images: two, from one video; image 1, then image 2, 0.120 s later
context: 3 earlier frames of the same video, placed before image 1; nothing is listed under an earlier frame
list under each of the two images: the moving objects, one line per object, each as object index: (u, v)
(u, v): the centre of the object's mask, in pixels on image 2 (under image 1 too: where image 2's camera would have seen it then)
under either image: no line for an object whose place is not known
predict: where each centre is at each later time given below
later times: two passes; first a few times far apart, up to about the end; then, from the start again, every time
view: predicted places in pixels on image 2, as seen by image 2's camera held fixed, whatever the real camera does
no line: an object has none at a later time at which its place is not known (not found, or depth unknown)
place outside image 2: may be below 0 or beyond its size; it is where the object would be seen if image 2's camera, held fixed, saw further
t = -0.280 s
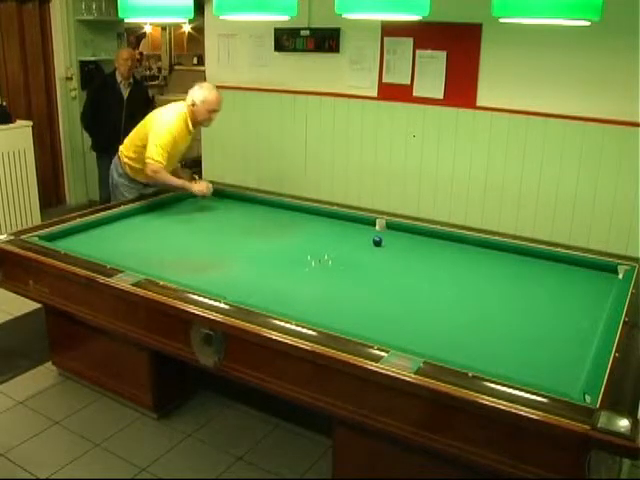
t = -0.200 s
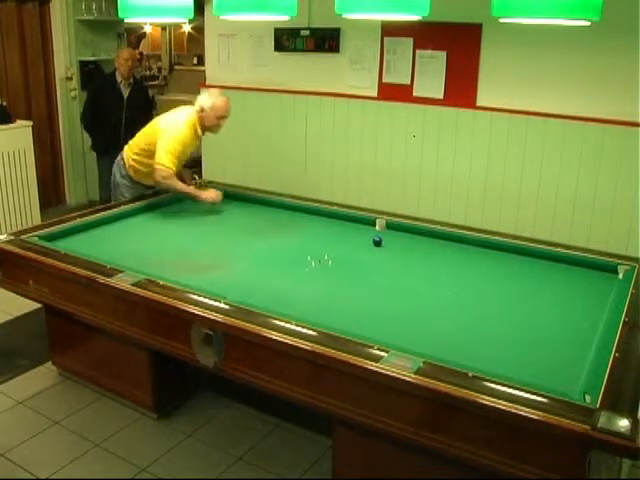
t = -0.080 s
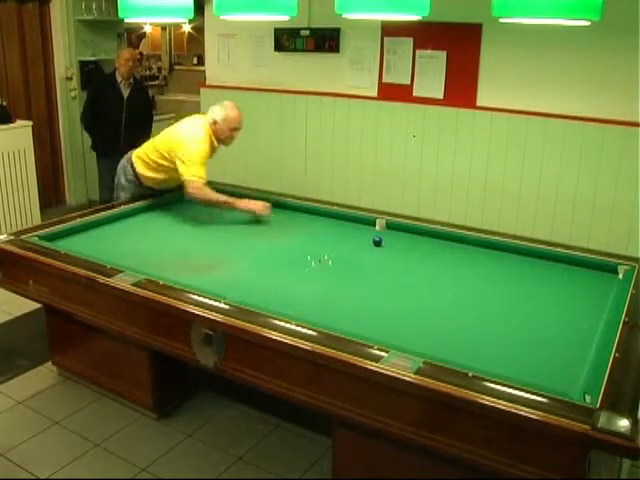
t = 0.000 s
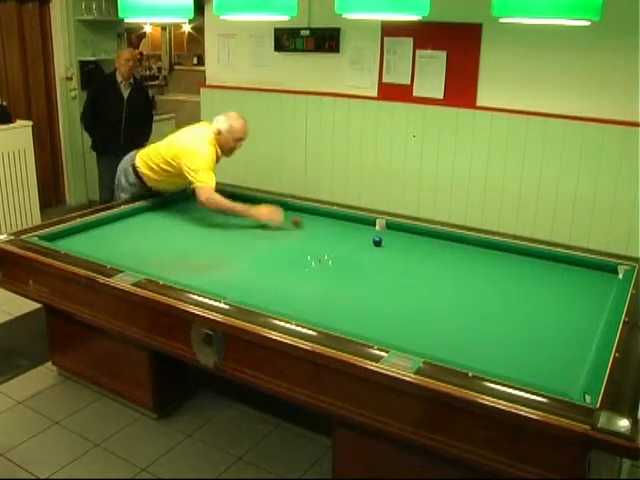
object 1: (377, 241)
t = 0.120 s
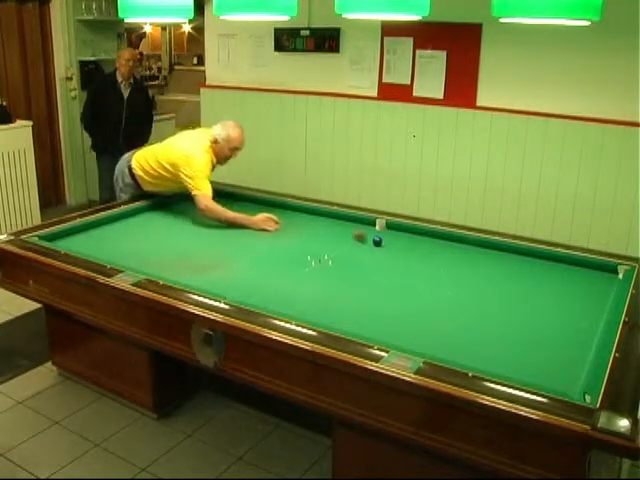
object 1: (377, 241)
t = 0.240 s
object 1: (435, 260)
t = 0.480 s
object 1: (582, 302)
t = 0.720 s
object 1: (505, 292)
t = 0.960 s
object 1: (409, 276)
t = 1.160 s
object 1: (339, 264)
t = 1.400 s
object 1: (263, 250)
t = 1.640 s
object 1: (195, 239)
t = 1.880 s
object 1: (134, 229)
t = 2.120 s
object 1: (116, 228)
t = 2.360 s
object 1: (145, 237)
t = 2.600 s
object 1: (173, 246)
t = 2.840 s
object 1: (203, 257)
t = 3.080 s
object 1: (237, 269)
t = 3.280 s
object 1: (268, 279)
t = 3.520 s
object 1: (307, 293)
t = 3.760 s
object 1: (350, 307)
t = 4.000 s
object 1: (396, 322)
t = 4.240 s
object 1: (446, 338)
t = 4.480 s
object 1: (500, 357)
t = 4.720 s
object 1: (558, 374)
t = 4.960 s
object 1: (552, 375)
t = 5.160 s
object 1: (521, 368)
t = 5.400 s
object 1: (486, 360)
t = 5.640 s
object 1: (453, 352)
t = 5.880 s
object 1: (421, 345)
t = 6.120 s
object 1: (392, 337)
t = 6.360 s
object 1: (364, 331)
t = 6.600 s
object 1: (338, 325)
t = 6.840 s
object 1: (314, 317)
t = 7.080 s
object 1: (292, 312)
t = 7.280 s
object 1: (274, 308)
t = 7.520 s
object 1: (251, 301)
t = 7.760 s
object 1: (233, 297)
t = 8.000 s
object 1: (220, 294)
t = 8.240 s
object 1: (199, 283)
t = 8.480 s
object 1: (194, 283)
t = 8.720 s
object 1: (182, 279)
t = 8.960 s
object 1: (172, 275)
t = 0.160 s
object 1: (390, 246)
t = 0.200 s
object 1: (411, 251)
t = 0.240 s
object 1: (435, 260)
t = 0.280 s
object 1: (455, 265)
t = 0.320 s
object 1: (480, 272)
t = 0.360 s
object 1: (505, 279)
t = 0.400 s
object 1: (530, 287)
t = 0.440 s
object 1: (555, 294)
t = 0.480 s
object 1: (582, 302)
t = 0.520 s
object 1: (604, 308)
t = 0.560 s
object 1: (585, 305)
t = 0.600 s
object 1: (563, 302)
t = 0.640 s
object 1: (543, 298)
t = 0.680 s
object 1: (523, 295)
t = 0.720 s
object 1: (505, 292)
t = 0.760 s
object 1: (488, 289)
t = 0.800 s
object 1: (471, 286)
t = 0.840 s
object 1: (455, 283)
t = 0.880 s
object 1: (440, 281)
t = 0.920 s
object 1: (425, 278)
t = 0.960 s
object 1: (409, 276)
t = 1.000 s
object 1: (395, 273)
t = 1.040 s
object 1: (381, 271)
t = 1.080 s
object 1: (367, 268)
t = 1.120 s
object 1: (353, 266)
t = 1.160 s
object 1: (339, 264)
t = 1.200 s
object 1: (326, 262)
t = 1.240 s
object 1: (313, 260)
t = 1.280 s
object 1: (300, 257)
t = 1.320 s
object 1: (287, 255)
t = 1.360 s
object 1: (275, 253)
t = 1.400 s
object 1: (263, 250)
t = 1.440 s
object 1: (250, 249)
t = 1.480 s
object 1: (239, 247)
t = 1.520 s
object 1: (227, 245)
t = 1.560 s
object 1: (216, 243)
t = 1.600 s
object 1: (206, 241)
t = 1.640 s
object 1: (195, 239)
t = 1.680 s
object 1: (183, 237)
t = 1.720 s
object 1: (174, 236)
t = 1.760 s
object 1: (164, 234)
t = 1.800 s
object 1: (153, 232)
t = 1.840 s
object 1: (144, 231)
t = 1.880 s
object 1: (134, 229)
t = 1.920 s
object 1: (124, 228)
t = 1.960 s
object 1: (115, 226)
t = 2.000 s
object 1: (107, 224)
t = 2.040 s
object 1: (105, 225)
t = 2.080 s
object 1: (111, 227)
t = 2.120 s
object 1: (116, 228)
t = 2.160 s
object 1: (122, 229)
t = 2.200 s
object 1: (127, 230)
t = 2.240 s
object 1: (131, 232)
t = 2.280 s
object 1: (136, 233)
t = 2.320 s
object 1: (140, 235)
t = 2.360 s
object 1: (145, 237)
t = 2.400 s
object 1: (149, 238)
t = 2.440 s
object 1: (154, 240)
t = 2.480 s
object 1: (158, 241)
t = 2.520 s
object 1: (163, 243)
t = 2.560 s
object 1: (168, 245)
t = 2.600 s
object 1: (173, 246)
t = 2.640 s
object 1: (178, 248)
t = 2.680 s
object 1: (183, 250)
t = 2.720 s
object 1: (188, 252)
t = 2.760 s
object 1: (193, 253)
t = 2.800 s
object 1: (199, 255)
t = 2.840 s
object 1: (203, 257)
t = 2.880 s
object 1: (209, 260)
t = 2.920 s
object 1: (215, 262)
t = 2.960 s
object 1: (220, 263)
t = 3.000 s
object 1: (226, 265)
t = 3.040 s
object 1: (231, 267)
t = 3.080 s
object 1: (237, 269)
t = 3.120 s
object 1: (244, 271)
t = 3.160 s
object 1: (249, 273)
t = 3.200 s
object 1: (255, 275)
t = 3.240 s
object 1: (262, 277)
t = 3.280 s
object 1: (268, 279)
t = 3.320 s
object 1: (274, 281)
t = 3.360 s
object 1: (281, 283)
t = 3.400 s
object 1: (287, 286)
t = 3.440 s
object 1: (294, 288)
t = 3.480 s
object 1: (300, 290)
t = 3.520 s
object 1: (307, 293)
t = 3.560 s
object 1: (314, 295)
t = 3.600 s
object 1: (321, 296)
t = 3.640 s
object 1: (328, 299)
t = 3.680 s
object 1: (335, 302)
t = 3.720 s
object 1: (342, 304)
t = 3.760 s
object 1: (350, 307)
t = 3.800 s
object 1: (357, 309)
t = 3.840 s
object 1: (365, 311)
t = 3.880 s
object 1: (373, 314)
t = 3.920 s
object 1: (380, 316)
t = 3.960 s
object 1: (389, 319)
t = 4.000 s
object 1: (396, 322)
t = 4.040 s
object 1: (404, 325)
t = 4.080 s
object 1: (413, 328)
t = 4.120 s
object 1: (421, 330)
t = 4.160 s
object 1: (430, 333)
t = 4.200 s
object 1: (438, 335)
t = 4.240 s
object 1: (446, 338)
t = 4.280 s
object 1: (455, 341)
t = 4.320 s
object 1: (464, 344)
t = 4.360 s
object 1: (473, 347)
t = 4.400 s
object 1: (482, 350)
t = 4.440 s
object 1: (491, 354)
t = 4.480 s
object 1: (500, 357)
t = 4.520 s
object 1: (509, 360)
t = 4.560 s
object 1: (519, 363)
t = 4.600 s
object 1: (529, 366)
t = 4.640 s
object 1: (538, 368)
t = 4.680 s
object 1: (548, 372)
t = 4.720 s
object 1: (558, 374)
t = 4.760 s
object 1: (568, 378)
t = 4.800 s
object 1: (577, 380)
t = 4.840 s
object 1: (573, 380)
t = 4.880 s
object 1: (565, 378)
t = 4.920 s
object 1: (559, 376)
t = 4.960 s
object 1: (552, 375)
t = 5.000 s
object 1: (545, 374)
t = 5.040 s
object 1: (539, 372)
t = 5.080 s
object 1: (533, 371)
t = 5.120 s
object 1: (527, 370)
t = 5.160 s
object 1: (521, 368)
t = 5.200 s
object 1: (515, 367)
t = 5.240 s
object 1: (510, 365)
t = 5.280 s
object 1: (503, 364)
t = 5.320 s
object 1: (497, 363)
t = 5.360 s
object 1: (492, 361)
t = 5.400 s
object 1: (486, 360)
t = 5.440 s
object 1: (480, 360)
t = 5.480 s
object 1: (475, 358)
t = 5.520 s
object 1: (469, 356)
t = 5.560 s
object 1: (464, 355)
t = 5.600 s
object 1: (458, 354)
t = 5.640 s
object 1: (453, 352)
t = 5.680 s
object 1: (447, 351)
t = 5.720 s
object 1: (442, 350)
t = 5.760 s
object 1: (437, 349)
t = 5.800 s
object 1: (432, 348)
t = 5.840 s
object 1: (426, 346)
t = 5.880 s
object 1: (421, 345)
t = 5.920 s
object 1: (416, 344)
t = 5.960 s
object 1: (411, 343)
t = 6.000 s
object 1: (406, 341)
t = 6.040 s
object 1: (402, 340)
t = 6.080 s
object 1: (397, 339)
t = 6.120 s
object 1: (392, 337)
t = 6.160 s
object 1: (387, 336)
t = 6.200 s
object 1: (382, 335)
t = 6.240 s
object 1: (377, 334)
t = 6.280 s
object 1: (373, 333)
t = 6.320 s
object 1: (369, 332)
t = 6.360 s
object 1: (364, 331)
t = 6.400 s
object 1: (360, 330)
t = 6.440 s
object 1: (355, 329)
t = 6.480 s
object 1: (351, 327)
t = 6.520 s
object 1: (346, 326)
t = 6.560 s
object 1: (343, 325)
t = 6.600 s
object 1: (338, 325)
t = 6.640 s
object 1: (334, 324)
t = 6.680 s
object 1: (330, 323)
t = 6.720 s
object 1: (326, 322)
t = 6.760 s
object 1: (322, 320)
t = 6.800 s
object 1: (318, 319)
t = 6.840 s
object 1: (314, 317)
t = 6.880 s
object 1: (310, 316)
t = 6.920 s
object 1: (306, 315)
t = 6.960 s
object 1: (302, 315)
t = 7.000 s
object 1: (299, 314)
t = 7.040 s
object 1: (295, 313)
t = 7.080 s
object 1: (292, 312)
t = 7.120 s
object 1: (287, 311)
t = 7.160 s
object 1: (283, 310)
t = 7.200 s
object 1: (281, 309)
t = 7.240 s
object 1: (277, 308)
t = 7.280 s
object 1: (274, 308)
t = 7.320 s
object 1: (272, 307)
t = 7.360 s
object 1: (268, 307)
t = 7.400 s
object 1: (263, 304)
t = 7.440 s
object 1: (260, 303)
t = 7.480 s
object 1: (259, 303)
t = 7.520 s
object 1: (251, 301)
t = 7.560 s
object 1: (249, 301)
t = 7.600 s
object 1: (247, 301)
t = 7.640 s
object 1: (245, 300)
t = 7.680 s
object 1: (240, 300)
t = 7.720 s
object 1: (237, 298)
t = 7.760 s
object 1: (233, 297)
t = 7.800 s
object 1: (229, 296)
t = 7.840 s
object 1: (229, 296)
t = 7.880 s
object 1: (227, 296)
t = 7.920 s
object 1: (226, 296)
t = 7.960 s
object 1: (222, 294)
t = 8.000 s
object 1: (220, 294)
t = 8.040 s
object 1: (219, 293)
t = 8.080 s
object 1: (215, 291)
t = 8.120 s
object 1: (215, 291)
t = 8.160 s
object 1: (212, 290)
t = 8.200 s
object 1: (204, 286)
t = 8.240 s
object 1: (199, 283)
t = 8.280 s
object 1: (199, 284)
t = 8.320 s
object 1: (201, 285)
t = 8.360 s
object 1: (199, 285)
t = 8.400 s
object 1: (198, 283)
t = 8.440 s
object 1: (195, 283)
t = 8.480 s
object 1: (194, 283)
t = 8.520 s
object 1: (191, 283)
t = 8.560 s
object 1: (190, 281)
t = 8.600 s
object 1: (187, 280)
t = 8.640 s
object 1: (186, 280)
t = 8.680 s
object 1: (184, 280)
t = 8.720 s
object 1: (182, 279)
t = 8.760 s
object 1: (181, 279)
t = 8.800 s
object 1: (179, 278)
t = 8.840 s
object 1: (177, 277)
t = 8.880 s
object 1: (175, 277)
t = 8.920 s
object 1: (174, 276)
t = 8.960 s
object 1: (172, 275)
